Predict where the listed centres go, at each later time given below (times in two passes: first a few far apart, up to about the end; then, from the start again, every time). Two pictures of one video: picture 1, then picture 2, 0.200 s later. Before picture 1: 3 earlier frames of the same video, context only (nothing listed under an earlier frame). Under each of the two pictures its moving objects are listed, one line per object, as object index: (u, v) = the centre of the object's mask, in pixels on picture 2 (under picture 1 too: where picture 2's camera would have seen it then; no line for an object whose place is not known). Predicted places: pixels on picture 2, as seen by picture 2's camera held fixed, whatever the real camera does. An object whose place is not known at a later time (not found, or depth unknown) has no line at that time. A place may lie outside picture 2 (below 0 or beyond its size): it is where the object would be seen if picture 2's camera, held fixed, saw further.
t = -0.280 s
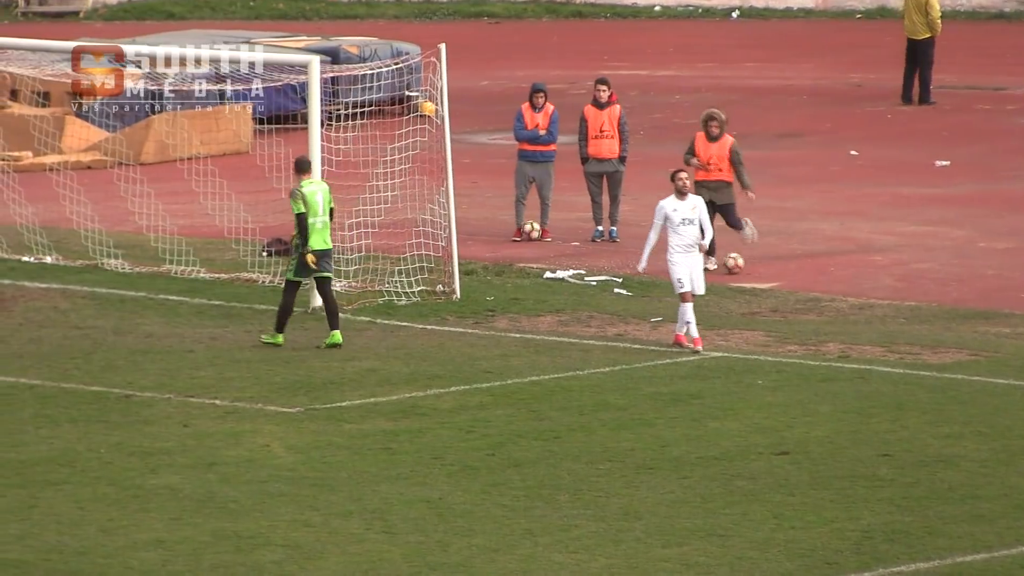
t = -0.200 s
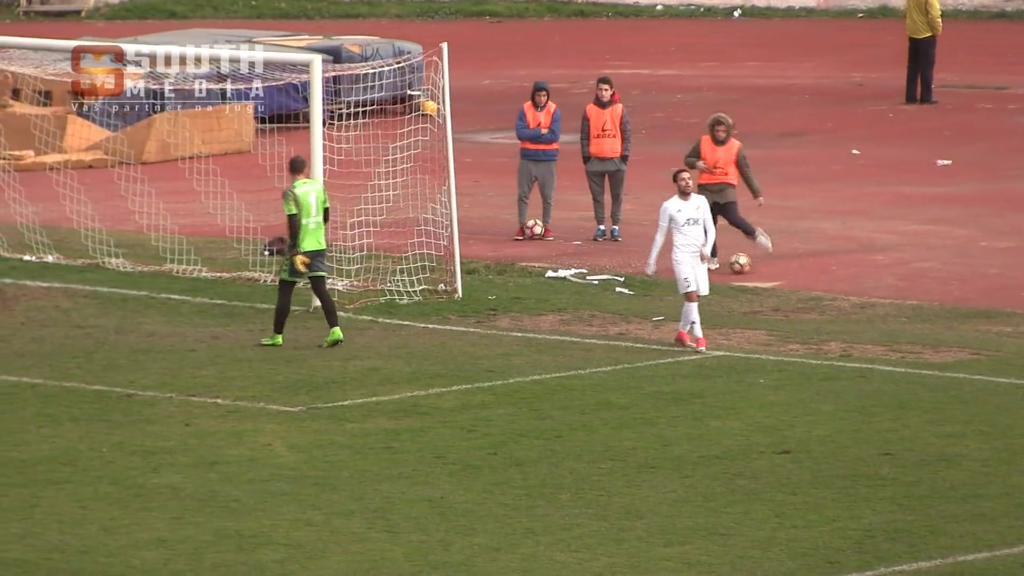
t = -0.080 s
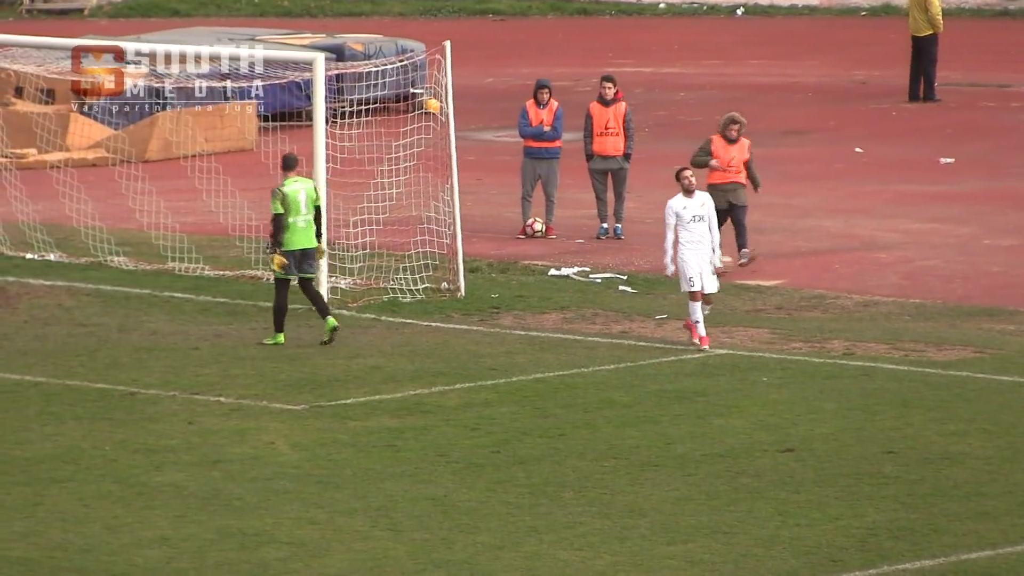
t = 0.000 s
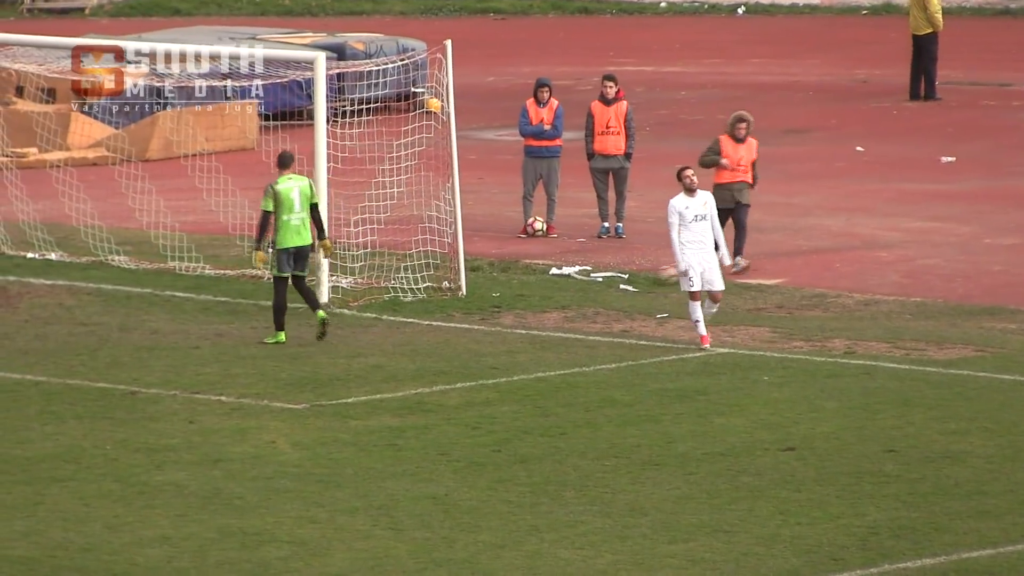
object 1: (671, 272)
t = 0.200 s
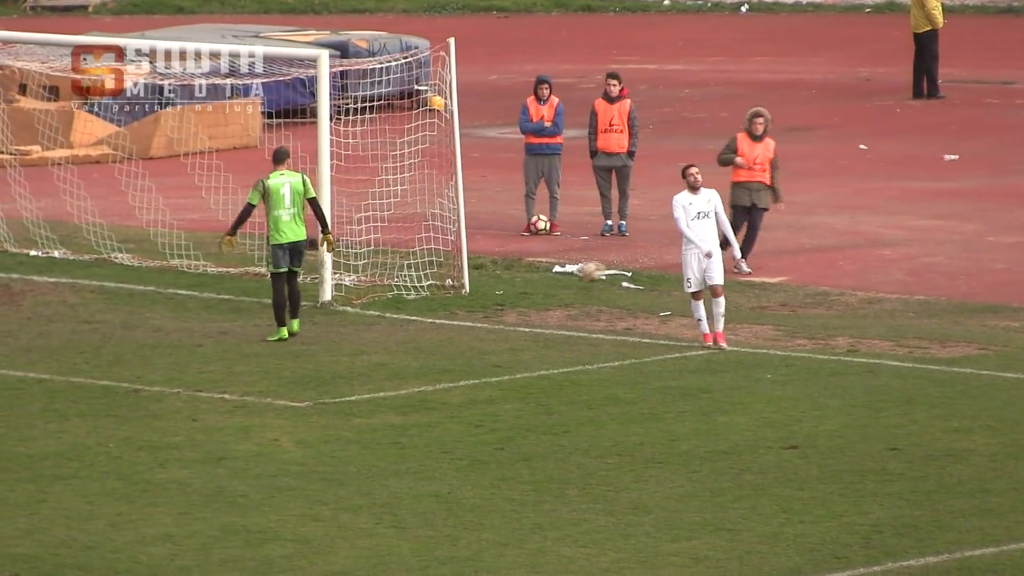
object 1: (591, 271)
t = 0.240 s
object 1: (576, 274)
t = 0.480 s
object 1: (489, 290)
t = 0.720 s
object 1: (411, 304)
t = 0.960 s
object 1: (337, 317)
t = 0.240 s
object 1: (576, 274)
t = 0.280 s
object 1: (559, 279)
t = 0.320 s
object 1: (544, 284)
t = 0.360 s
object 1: (528, 288)
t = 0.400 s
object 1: (515, 288)
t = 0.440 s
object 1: (503, 288)
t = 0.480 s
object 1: (489, 290)
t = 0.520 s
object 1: (477, 294)
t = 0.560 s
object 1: (464, 295)
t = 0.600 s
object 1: (451, 294)
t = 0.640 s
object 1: (439, 295)
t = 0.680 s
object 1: (425, 299)
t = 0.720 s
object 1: (411, 304)
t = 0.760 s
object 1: (399, 306)
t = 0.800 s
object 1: (387, 306)
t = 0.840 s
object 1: (374, 309)
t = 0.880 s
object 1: (362, 312)
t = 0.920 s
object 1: (349, 315)
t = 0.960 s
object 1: (337, 317)
